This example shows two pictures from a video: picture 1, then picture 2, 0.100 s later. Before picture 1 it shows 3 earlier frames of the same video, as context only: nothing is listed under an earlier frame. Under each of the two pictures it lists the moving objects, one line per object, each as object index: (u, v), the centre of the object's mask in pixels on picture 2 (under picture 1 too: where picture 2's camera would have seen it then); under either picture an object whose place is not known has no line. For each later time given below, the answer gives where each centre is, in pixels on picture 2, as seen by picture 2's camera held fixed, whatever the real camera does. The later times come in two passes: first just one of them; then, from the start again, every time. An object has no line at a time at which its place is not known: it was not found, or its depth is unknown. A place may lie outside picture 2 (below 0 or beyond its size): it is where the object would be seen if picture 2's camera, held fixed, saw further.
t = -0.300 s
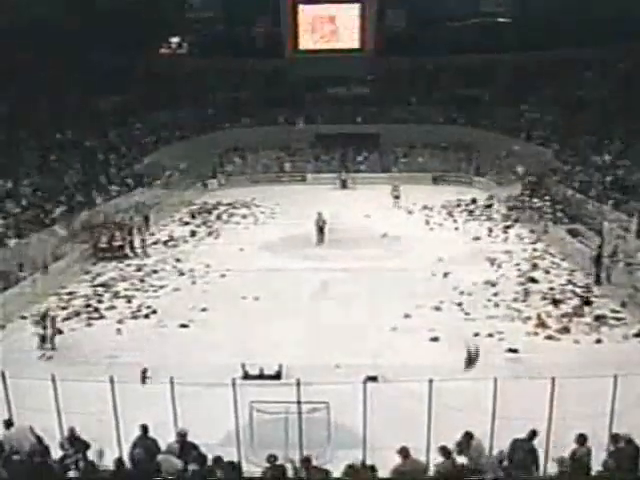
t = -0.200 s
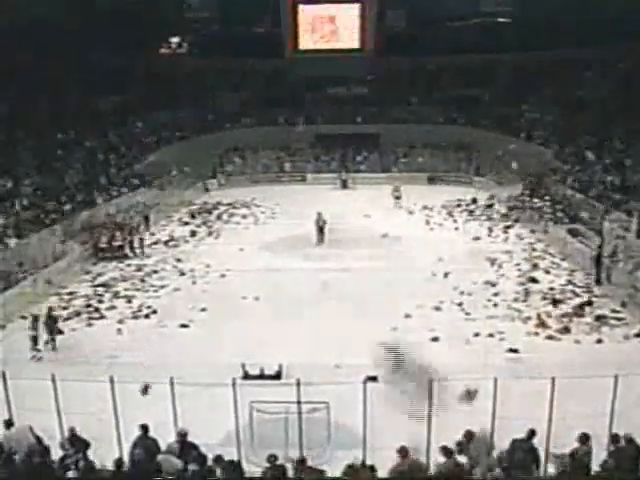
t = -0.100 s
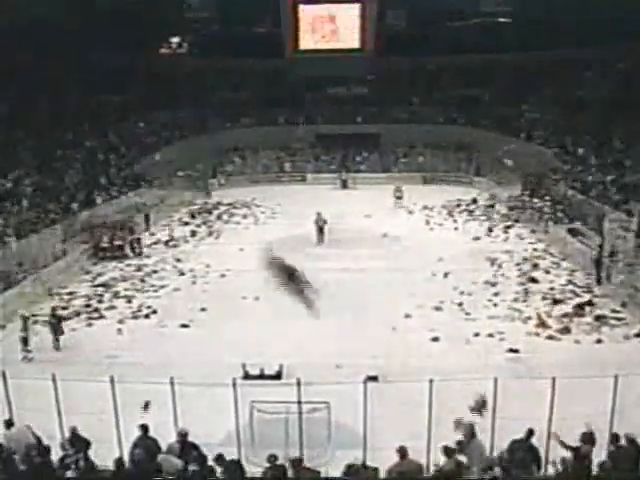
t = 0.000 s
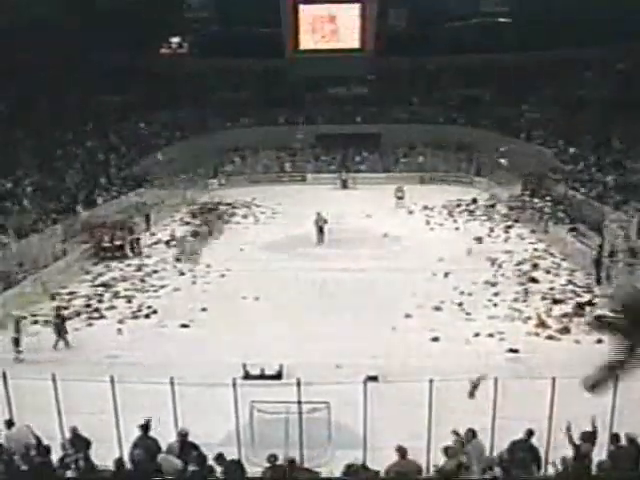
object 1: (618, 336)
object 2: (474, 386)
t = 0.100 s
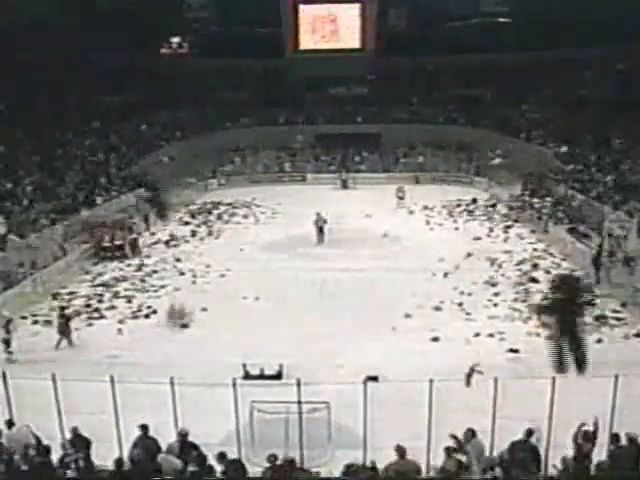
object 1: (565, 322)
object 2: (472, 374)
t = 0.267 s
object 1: (506, 325)
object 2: (466, 371)
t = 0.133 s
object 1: (550, 320)
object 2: (471, 372)
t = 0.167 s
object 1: (536, 319)
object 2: (469, 370)
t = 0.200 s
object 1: (526, 321)
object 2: (468, 370)
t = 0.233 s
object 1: (516, 323)
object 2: (467, 370)
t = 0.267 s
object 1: (506, 325)
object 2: (466, 371)
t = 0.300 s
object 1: (498, 329)
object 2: (466, 372)
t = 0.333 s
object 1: (489, 335)
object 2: (465, 373)
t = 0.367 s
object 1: (483, 340)
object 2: (464, 374)
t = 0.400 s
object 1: (476, 346)
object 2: (462, 378)
